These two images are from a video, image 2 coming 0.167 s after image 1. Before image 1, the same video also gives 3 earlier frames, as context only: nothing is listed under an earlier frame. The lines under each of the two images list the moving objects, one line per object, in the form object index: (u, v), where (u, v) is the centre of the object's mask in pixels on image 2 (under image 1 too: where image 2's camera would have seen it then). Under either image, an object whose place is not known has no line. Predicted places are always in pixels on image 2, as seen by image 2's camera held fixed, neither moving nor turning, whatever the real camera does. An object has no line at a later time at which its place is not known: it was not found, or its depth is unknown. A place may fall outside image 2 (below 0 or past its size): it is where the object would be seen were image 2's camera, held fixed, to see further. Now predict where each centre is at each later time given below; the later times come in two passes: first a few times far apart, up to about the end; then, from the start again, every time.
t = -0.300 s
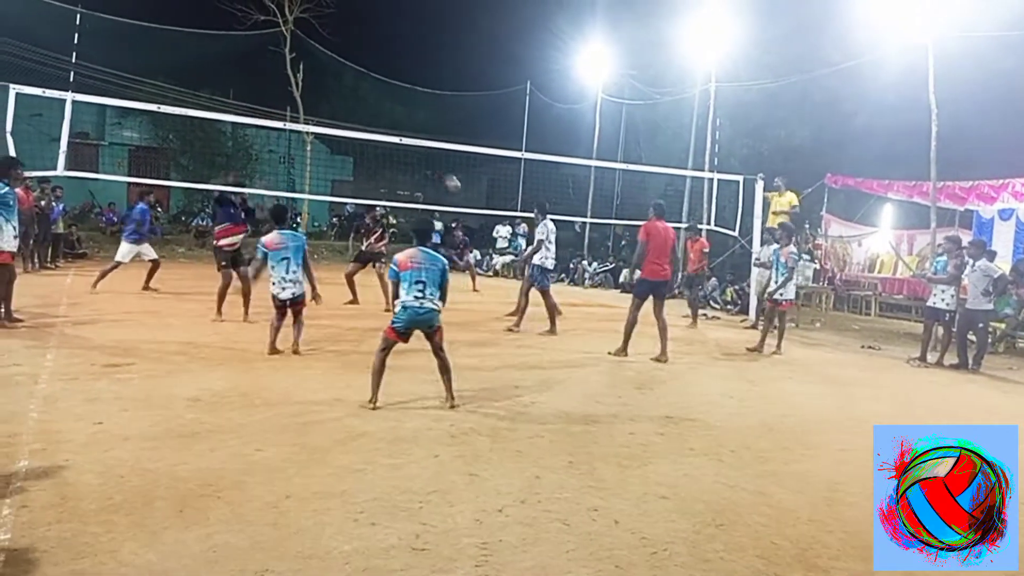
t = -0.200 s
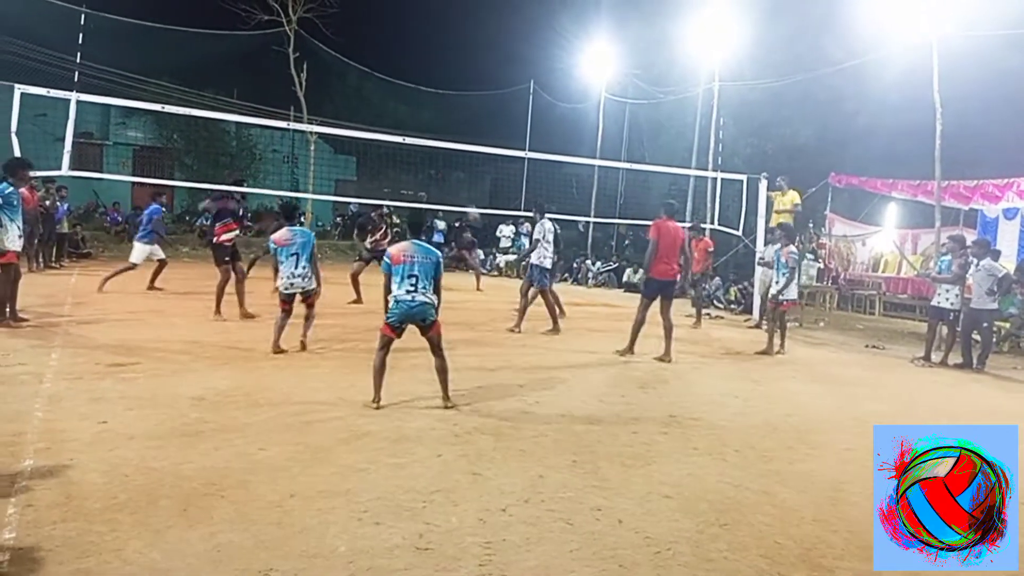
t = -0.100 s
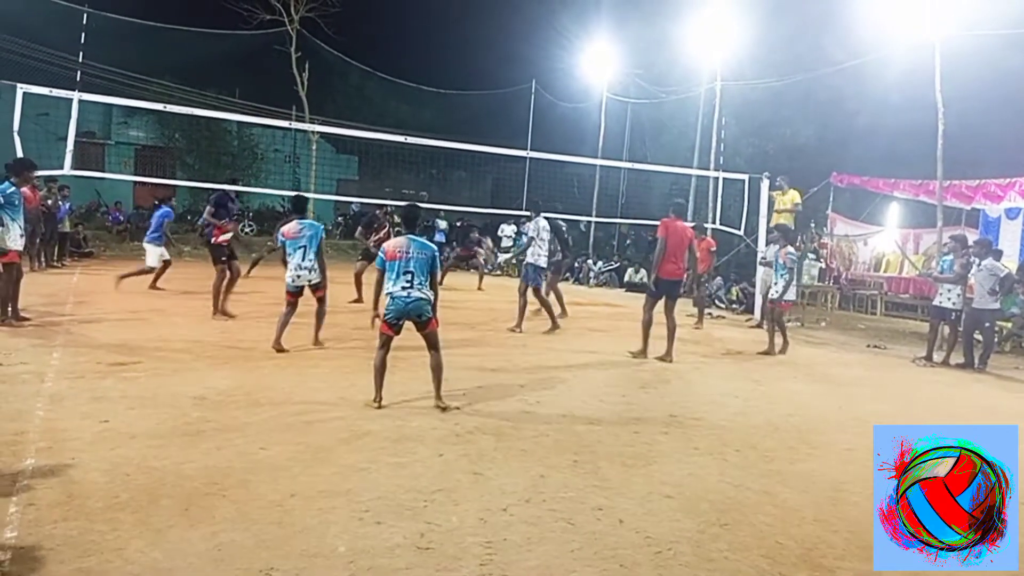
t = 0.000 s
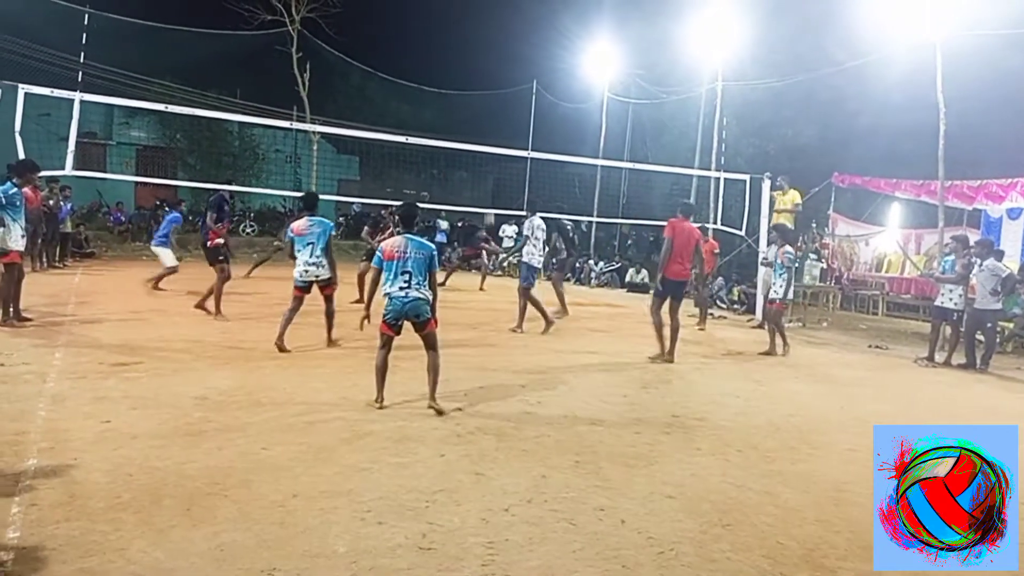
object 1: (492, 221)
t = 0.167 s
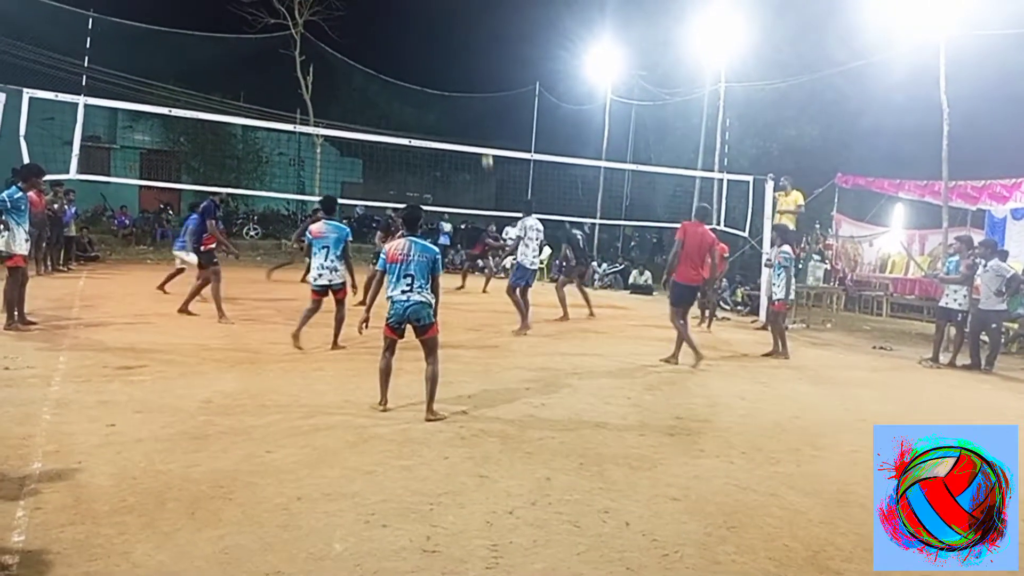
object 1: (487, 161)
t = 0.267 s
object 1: (483, 130)
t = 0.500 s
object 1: (471, 73)
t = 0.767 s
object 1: (454, 37)
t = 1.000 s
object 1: (433, 39)
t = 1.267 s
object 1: (406, 86)
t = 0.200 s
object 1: (487, 145)
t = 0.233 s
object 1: (485, 140)
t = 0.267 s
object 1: (483, 130)
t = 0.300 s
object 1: (482, 121)
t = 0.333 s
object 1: (480, 111)
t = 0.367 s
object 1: (478, 104)
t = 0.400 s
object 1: (477, 95)
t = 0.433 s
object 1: (475, 87)
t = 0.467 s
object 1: (473, 80)
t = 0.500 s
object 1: (471, 73)
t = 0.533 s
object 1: (469, 67)
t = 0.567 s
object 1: (467, 61)
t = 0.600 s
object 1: (465, 55)
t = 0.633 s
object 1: (463, 50)
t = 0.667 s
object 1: (461, 47)
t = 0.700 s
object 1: (459, 43)
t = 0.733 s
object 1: (456, 40)
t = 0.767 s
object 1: (454, 37)
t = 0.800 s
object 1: (451, 36)
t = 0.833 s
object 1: (448, 35)
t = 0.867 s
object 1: (446, 34)
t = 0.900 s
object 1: (443, 34)
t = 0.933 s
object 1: (440, 35)
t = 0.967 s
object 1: (436, 36)
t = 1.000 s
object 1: (433, 39)
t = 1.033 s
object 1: (430, 42)
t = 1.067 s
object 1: (427, 46)
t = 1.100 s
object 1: (424, 50)
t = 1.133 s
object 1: (420, 56)
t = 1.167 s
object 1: (417, 62)
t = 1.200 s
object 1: (413, 69)
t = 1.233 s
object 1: (410, 77)
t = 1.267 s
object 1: (406, 86)
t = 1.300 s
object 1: (402, 96)
